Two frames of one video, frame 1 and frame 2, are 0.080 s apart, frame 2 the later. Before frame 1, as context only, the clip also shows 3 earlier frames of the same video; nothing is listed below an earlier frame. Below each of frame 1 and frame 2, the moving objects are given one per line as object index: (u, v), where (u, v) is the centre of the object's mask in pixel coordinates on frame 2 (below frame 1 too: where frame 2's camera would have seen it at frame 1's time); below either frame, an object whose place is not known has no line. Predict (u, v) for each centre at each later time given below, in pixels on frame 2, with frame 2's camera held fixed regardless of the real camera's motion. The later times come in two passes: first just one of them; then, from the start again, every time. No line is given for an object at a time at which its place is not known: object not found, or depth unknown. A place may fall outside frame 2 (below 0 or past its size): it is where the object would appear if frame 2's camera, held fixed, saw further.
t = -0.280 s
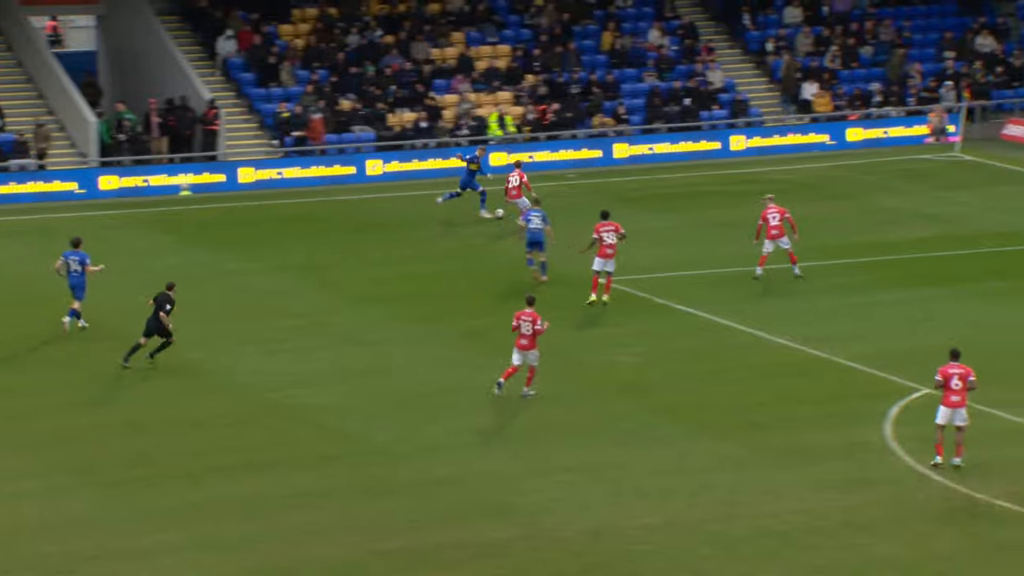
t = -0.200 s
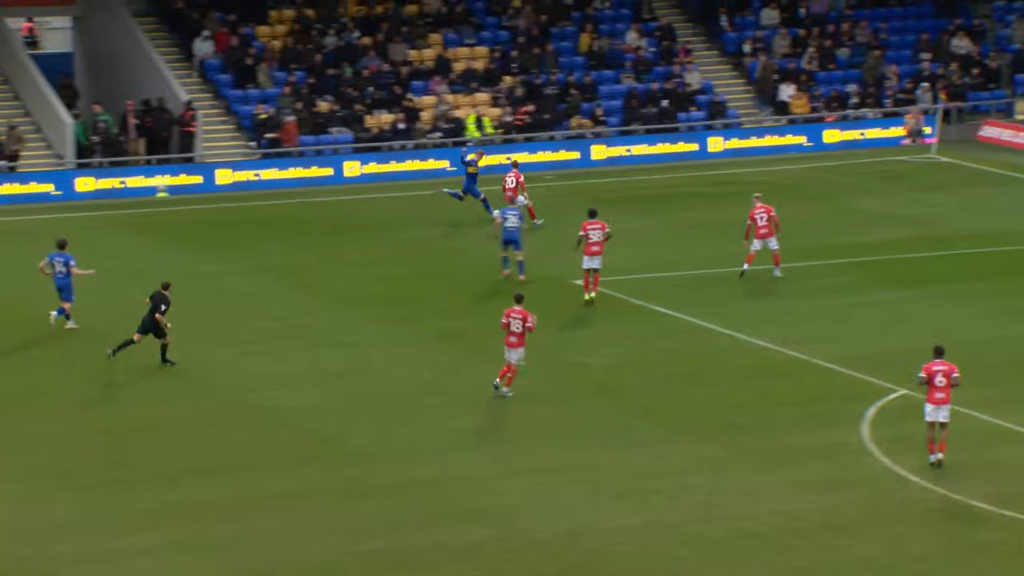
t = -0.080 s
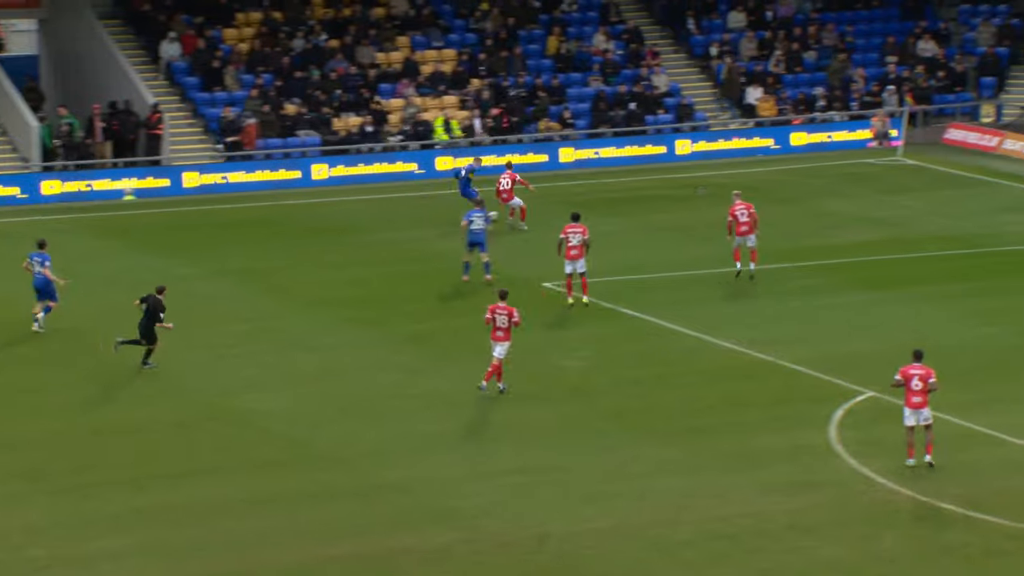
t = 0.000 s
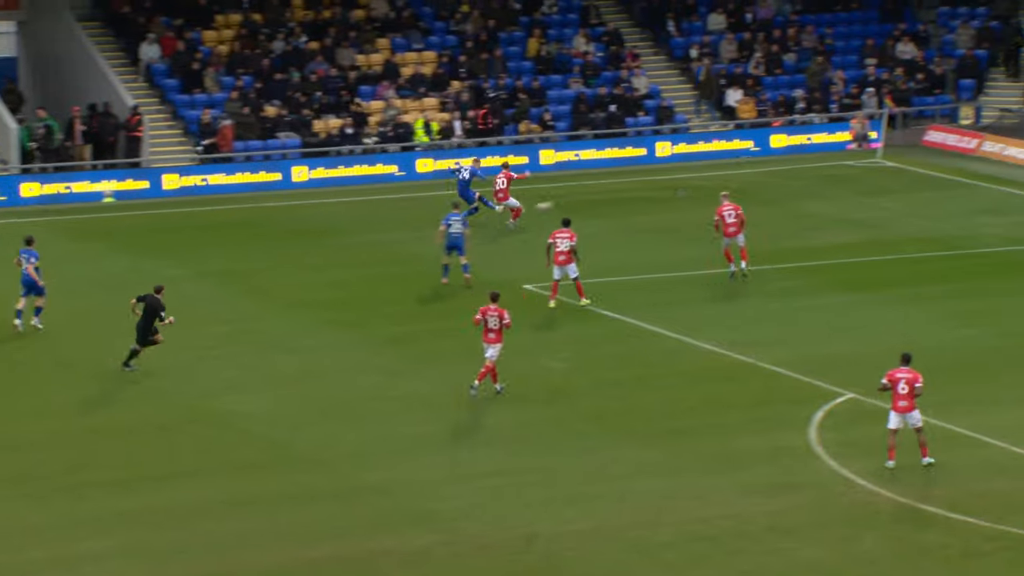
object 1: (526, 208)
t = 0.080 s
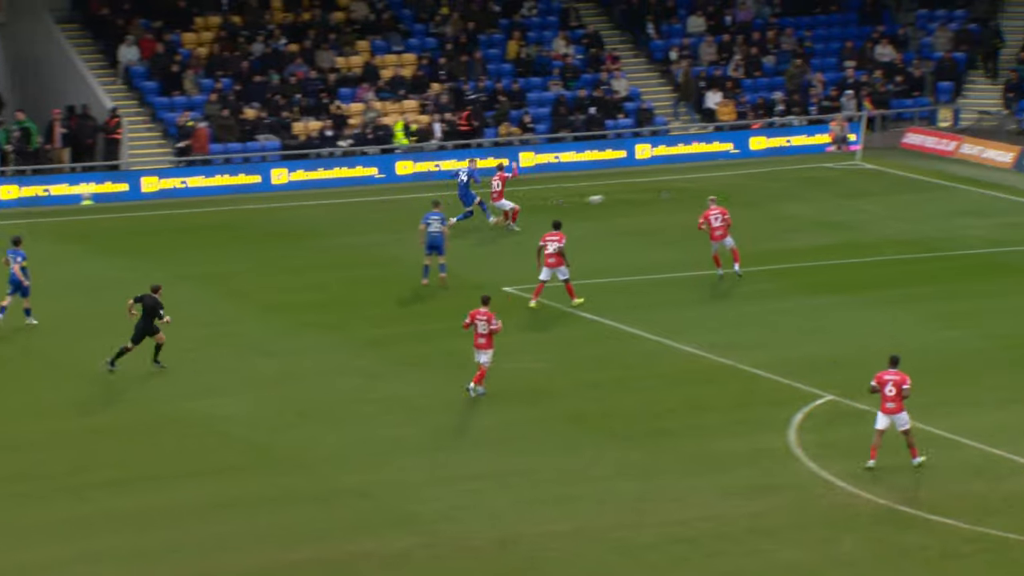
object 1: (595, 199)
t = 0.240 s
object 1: (728, 194)
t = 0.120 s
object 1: (629, 197)
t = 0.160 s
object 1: (663, 196)
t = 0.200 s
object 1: (696, 195)
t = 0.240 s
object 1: (728, 194)
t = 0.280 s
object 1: (760, 196)
